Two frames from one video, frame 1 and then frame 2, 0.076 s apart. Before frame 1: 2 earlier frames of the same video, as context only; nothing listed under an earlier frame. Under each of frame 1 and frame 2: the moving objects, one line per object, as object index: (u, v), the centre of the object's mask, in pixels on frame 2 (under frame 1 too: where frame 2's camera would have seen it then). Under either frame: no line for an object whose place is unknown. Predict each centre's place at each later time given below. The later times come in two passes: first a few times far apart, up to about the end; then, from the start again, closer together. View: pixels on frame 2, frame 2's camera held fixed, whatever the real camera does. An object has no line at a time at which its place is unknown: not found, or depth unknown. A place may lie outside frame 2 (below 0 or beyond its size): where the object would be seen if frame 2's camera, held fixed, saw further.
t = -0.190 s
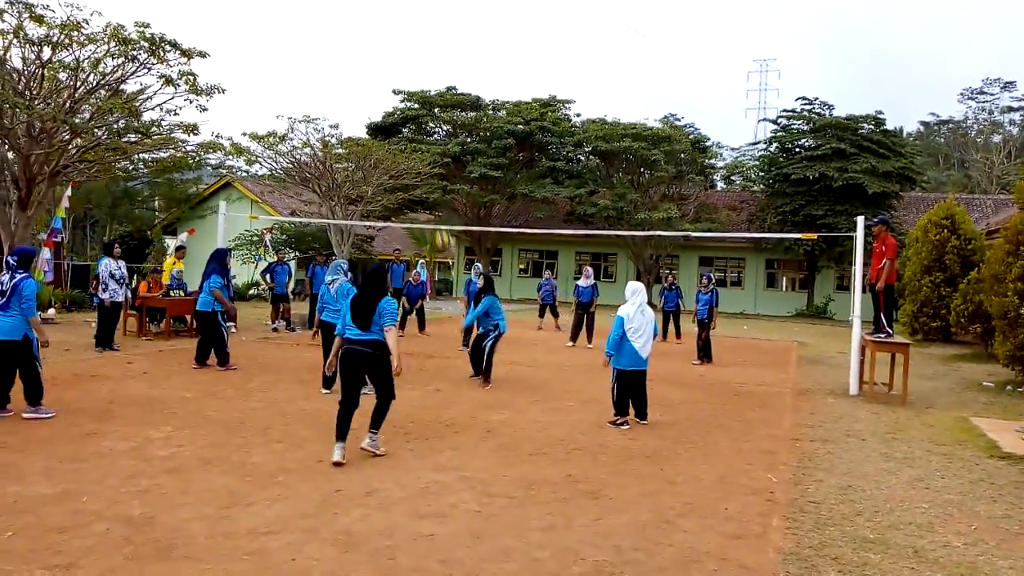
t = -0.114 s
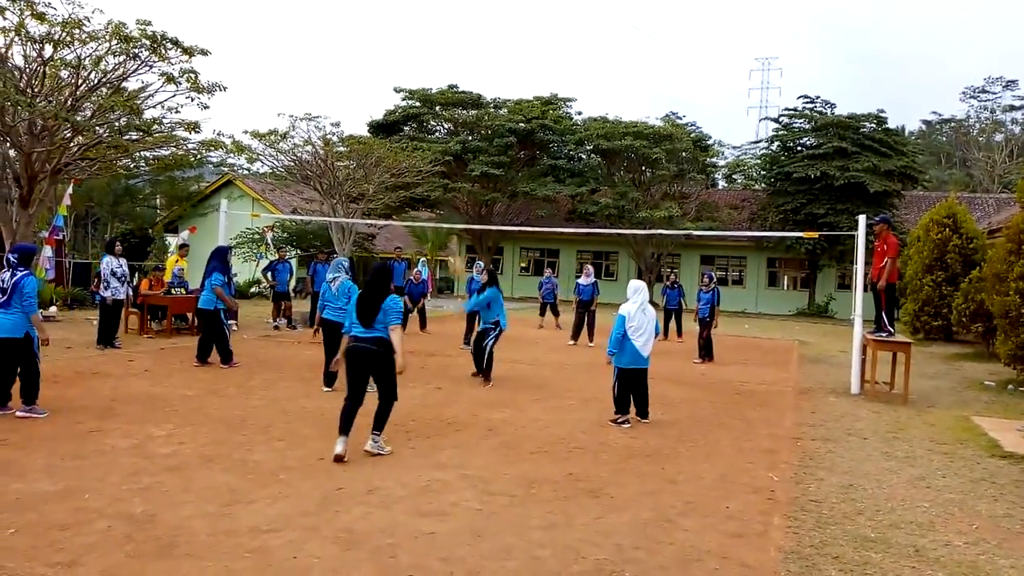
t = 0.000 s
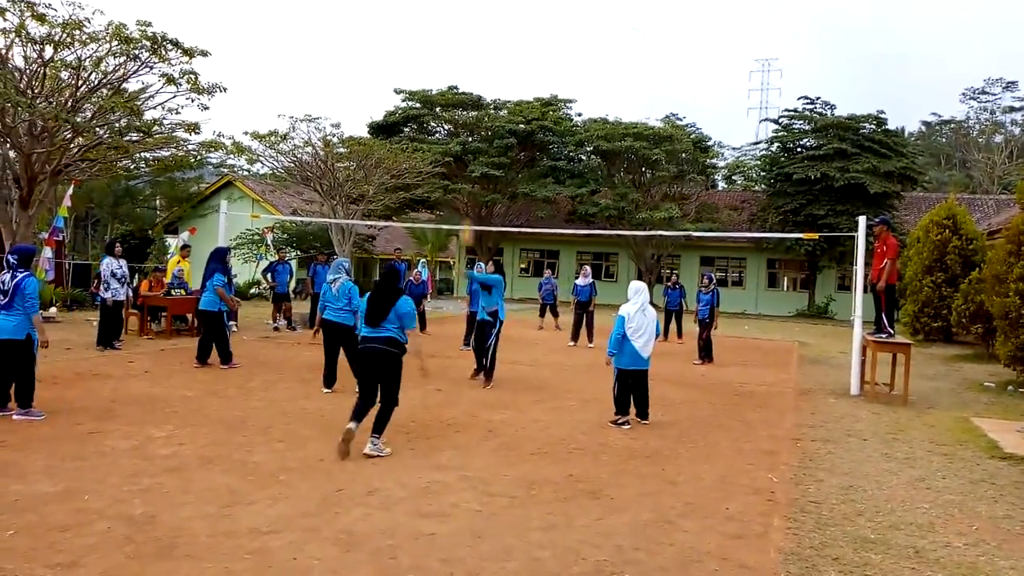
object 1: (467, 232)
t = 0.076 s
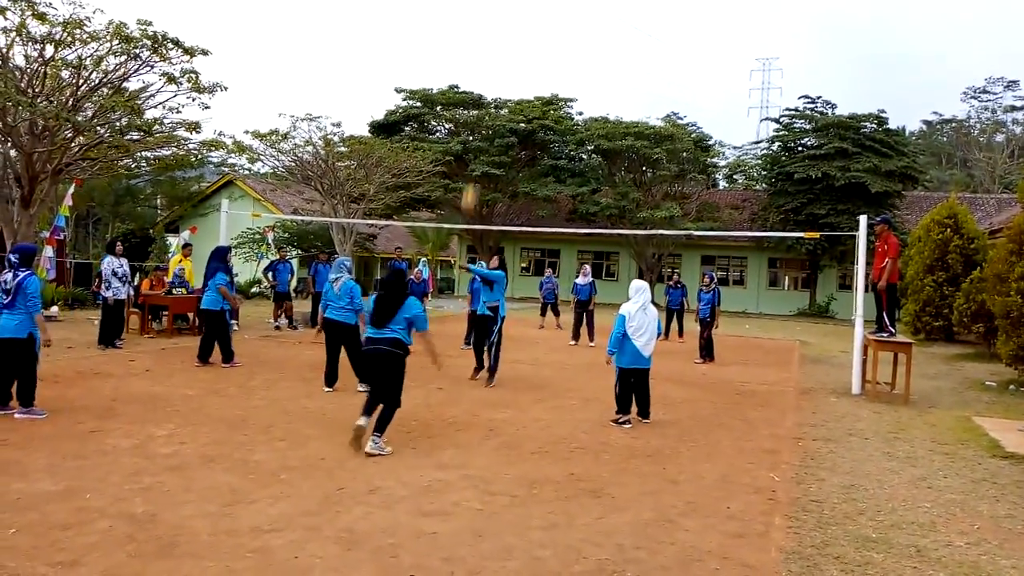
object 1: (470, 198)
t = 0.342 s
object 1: (482, 88)
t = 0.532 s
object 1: (487, 48)
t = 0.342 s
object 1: (482, 88)
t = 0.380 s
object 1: (483, 78)
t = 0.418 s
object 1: (484, 69)
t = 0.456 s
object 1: (485, 61)
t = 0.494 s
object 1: (486, 54)
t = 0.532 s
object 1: (487, 48)
